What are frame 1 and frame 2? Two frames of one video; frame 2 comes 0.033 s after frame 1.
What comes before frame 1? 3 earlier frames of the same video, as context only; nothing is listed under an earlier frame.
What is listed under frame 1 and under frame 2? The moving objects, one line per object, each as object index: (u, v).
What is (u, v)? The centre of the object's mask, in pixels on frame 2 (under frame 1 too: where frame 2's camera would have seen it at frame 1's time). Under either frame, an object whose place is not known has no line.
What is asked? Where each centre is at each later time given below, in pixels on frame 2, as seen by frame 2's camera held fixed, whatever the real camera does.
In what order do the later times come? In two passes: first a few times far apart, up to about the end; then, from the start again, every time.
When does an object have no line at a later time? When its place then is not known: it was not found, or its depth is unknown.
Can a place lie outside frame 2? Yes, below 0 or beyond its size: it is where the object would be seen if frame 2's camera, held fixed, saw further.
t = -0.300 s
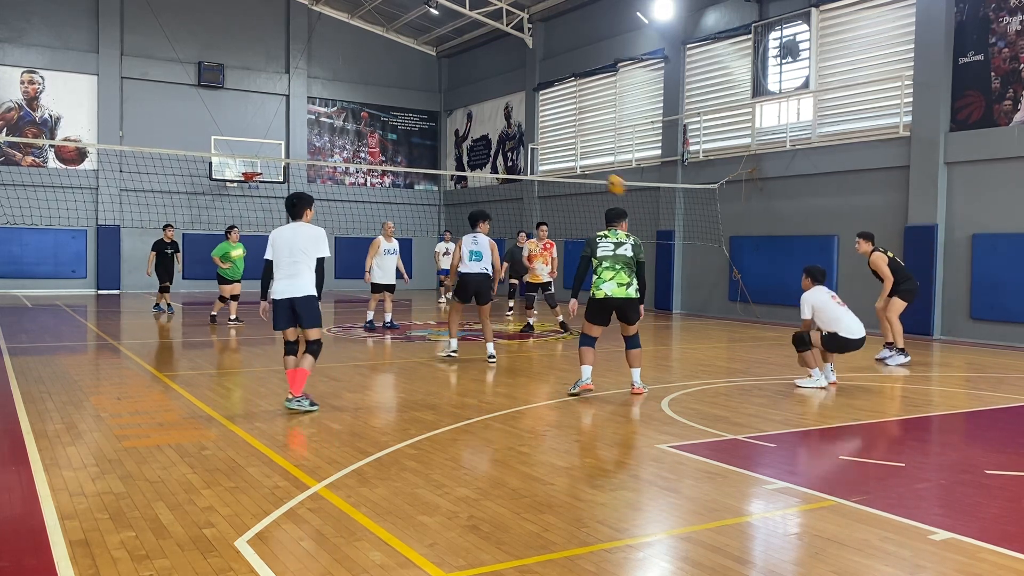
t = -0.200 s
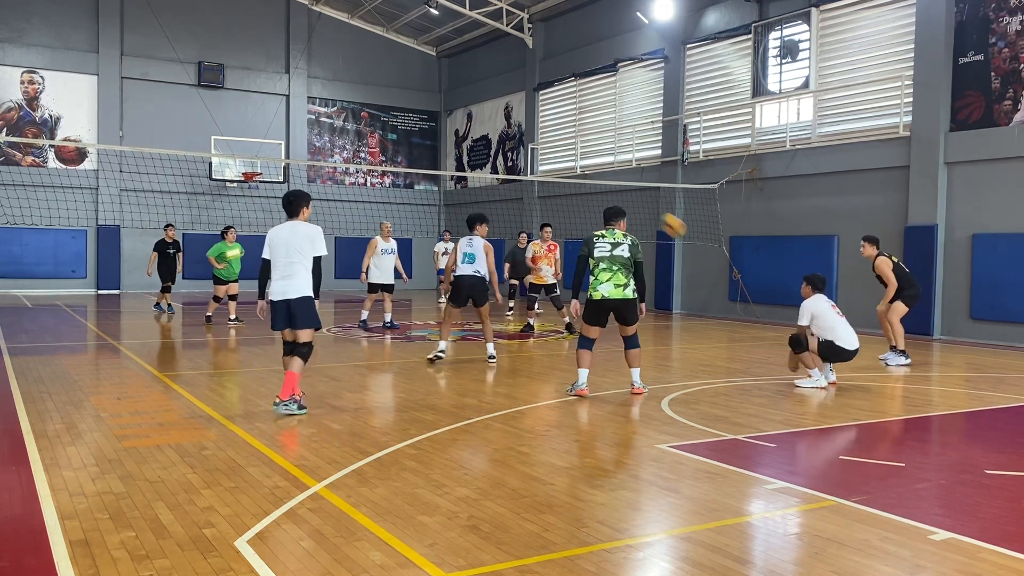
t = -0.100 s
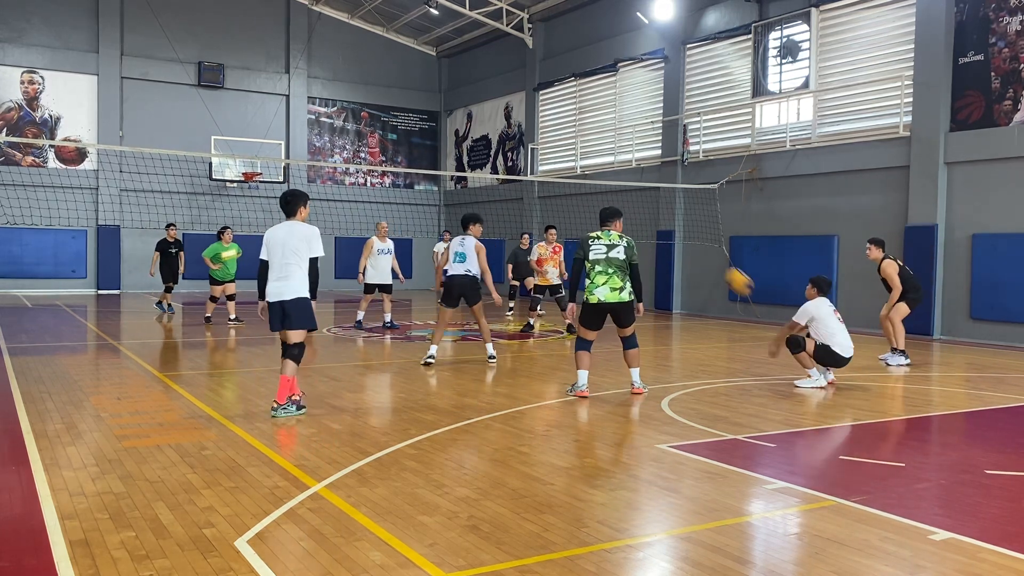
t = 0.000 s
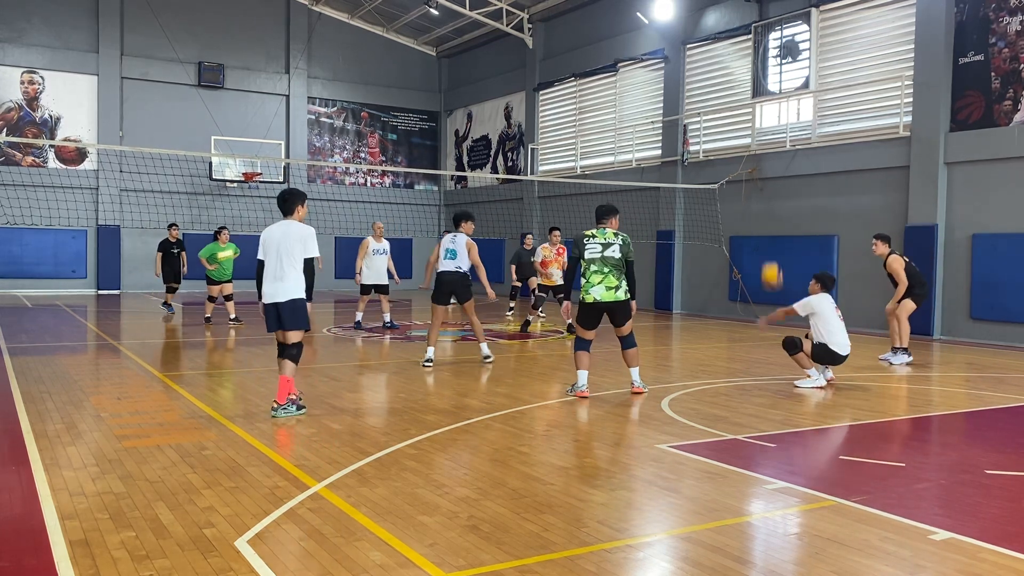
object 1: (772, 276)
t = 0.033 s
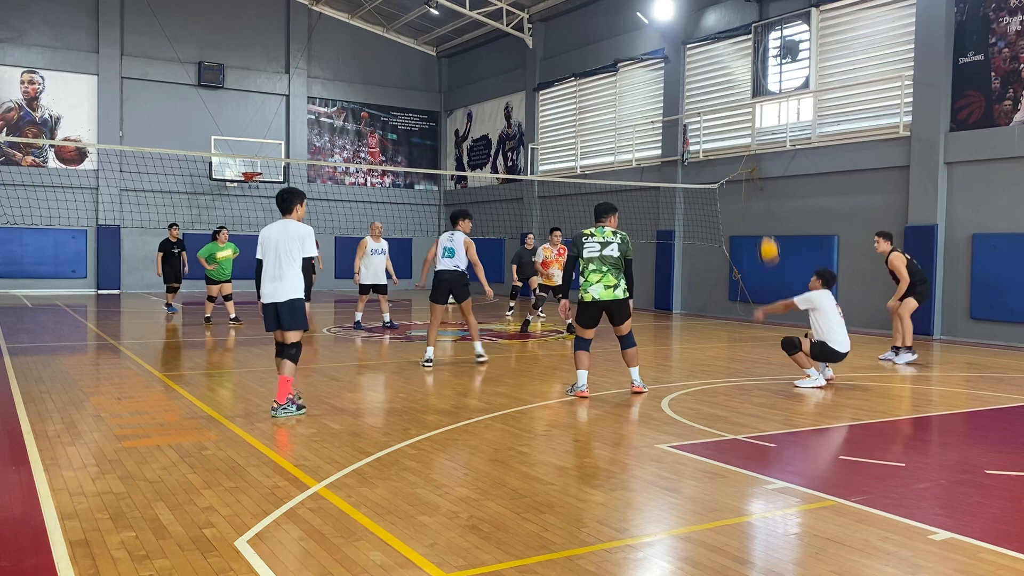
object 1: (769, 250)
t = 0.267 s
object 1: (754, 121)
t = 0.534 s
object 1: (743, 54)
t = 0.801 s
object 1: (733, 51)
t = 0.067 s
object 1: (767, 226)
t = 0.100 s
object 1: (765, 205)
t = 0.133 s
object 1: (762, 185)
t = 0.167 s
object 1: (761, 167)
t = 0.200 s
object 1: (759, 153)
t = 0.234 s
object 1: (757, 136)
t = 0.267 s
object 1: (754, 121)
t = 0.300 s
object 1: (752, 109)
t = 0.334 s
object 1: (751, 98)
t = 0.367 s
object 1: (750, 87)
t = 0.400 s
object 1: (749, 79)
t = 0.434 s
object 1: (748, 71)
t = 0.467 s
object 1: (746, 64)
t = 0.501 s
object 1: (744, 58)
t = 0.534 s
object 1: (743, 54)
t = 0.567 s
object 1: (742, 51)
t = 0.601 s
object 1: (740, 48)
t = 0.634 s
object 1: (739, 46)
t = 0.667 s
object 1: (738, 46)
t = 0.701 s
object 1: (737, 46)
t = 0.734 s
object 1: (736, 47)
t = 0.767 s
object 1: (734, 48)
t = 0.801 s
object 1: (733, 51)
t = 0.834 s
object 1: (732, 54)
